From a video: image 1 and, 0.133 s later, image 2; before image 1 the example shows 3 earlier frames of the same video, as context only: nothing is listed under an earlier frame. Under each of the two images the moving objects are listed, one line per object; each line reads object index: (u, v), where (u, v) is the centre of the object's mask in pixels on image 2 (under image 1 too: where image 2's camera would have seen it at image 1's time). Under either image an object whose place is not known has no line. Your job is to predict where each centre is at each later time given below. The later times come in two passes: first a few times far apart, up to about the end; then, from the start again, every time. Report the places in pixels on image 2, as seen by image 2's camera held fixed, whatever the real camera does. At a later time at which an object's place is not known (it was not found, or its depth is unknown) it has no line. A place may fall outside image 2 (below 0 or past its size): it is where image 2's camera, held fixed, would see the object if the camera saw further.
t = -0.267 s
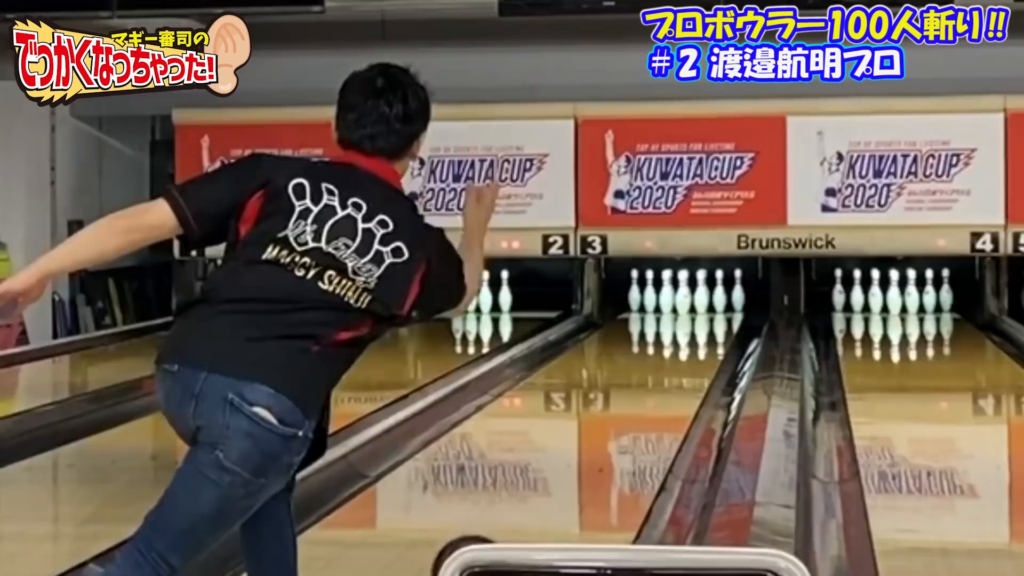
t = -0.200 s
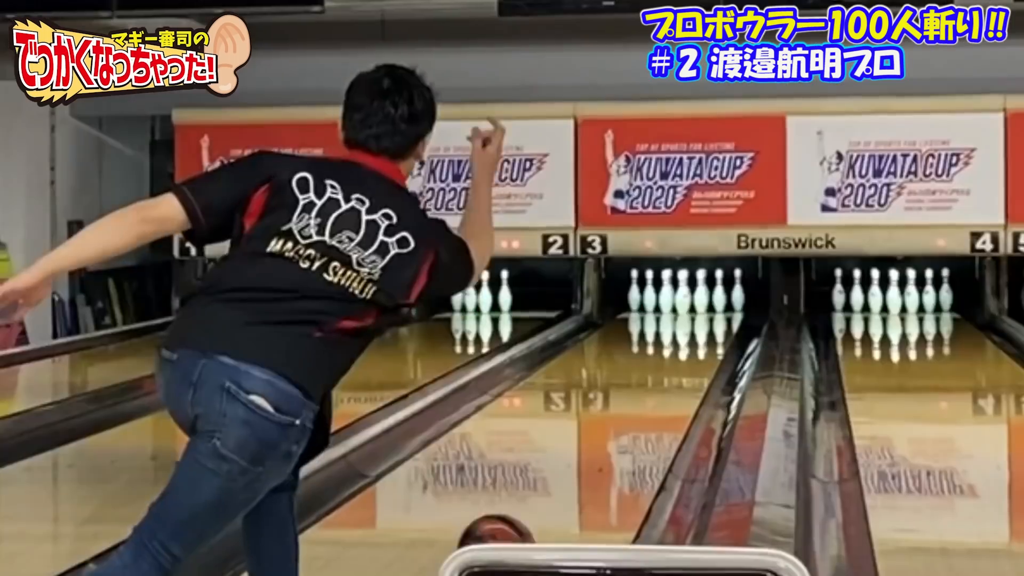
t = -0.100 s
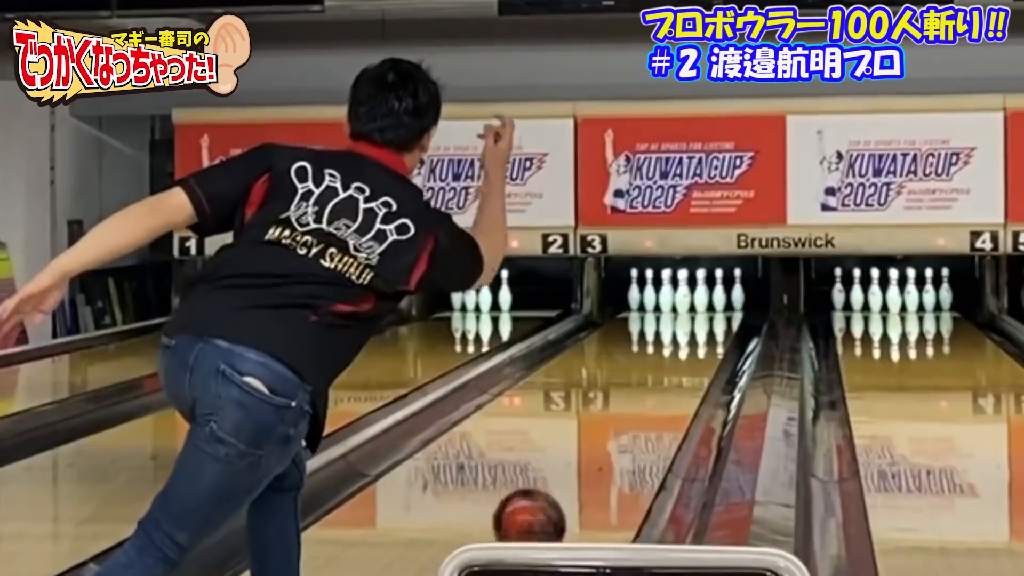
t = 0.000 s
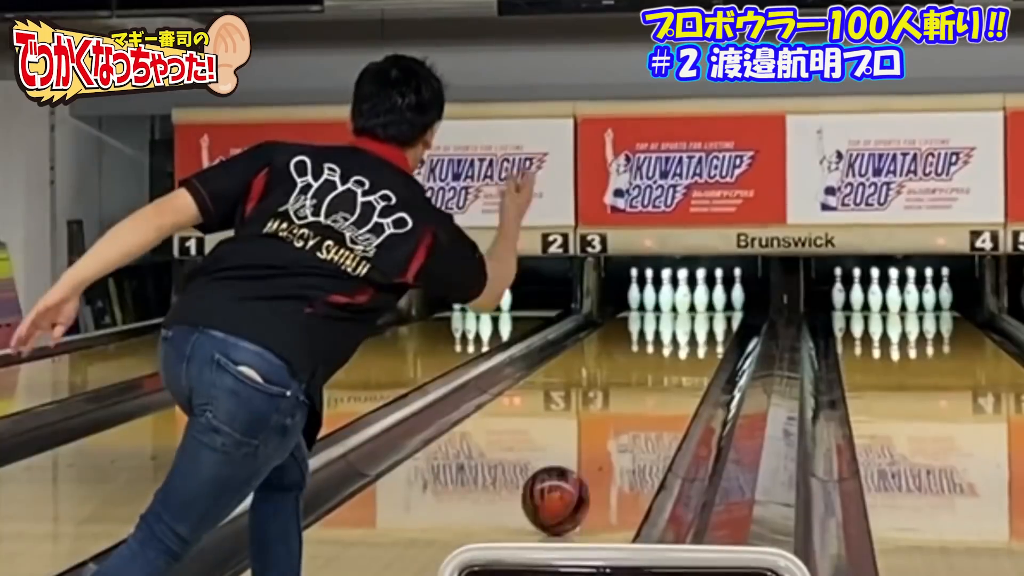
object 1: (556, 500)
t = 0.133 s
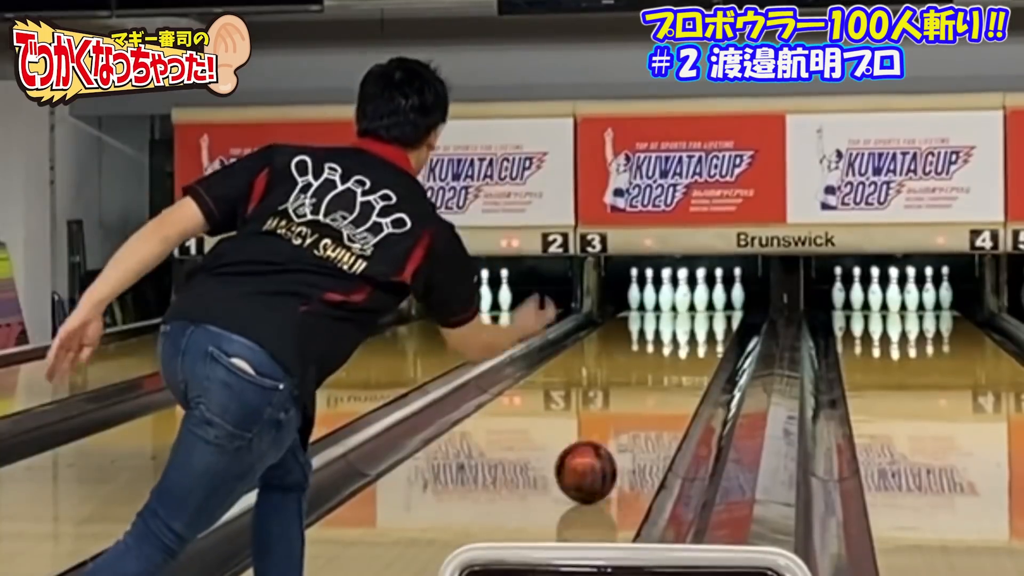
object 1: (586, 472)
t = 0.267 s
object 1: (610, 449)
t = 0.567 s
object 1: (651, 409)
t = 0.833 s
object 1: (676, 382)
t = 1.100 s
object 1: (693, 362)
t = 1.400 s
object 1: (705, 343)
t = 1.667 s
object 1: (710, 331)
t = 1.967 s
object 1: (710, 319)
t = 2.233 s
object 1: (703, 311)
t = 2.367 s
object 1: (698, 308)
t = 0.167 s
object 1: (592, 466)
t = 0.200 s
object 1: (598, 460)
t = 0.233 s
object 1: (604, 454)
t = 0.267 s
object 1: (610, 449)
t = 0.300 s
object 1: (615, 444)
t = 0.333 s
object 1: (620, 438)
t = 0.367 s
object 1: (626, 434)
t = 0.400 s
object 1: (631, 429)
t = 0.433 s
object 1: (635, 424)
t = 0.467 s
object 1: (639, 420)
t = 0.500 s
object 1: (643, 416)
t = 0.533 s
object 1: (647, 412)
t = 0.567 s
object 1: (651, 409)
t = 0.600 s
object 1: (654, 406)
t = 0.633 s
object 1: (659, 402)
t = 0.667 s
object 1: (662, 398)
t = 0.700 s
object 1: (665, 394)
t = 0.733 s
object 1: (668, 391)
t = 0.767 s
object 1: (671, 388)
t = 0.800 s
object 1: (673, 385)
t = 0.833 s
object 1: (676, 382)
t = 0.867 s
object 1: (678, 380)
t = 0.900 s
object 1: (681, 376)
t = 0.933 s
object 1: (683, 374)
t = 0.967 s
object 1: (685, 371)
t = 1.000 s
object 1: (687, 369)
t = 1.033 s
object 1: (689, 366)
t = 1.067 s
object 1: (691, 364)
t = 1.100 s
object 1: (693, 362)
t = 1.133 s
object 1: (695, 359)
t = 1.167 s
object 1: (696, 357)
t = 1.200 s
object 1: (698, 355)
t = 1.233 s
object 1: (699, 353)
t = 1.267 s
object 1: (700, 351)
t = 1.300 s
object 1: (701, 350)
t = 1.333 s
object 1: (702, 348)
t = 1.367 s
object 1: (704, 346)
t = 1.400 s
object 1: (705, 343)
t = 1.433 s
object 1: (706, 342)
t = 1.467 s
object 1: (706, 340)
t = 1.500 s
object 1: (707, 338)
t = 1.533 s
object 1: (708, 337)
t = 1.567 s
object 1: (708, 336)
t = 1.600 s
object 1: (708, 334)
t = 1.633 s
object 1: (709, 333)
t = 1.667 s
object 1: (710, 331)
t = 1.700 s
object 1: (711, 329)
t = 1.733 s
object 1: (711, 328)
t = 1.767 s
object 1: (712, 327)
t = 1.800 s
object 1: (711, 325)
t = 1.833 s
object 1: (711, 324)
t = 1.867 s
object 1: (711, 323)
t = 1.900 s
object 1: (711, 322)
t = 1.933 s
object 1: (710, 321)
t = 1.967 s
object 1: (710, 319)
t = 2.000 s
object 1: (709, 318)
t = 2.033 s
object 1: (709, 317)
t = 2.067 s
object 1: (708, 316)
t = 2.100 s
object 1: (707, 315)
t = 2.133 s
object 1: (706, 314)
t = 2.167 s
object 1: (705, 313)
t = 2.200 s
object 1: (704, 312)
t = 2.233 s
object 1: (703, 311)
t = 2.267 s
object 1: (702, 310)
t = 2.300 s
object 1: (700, 309)
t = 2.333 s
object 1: (700, 309)
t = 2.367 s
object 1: (698, 308)
